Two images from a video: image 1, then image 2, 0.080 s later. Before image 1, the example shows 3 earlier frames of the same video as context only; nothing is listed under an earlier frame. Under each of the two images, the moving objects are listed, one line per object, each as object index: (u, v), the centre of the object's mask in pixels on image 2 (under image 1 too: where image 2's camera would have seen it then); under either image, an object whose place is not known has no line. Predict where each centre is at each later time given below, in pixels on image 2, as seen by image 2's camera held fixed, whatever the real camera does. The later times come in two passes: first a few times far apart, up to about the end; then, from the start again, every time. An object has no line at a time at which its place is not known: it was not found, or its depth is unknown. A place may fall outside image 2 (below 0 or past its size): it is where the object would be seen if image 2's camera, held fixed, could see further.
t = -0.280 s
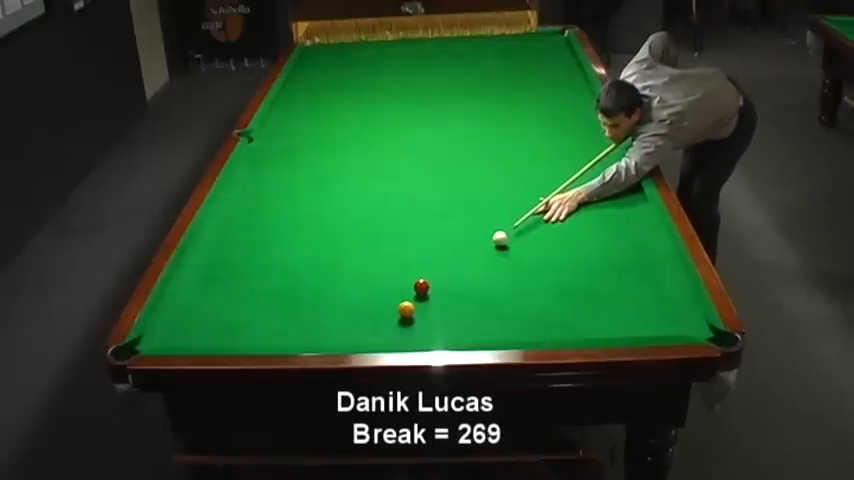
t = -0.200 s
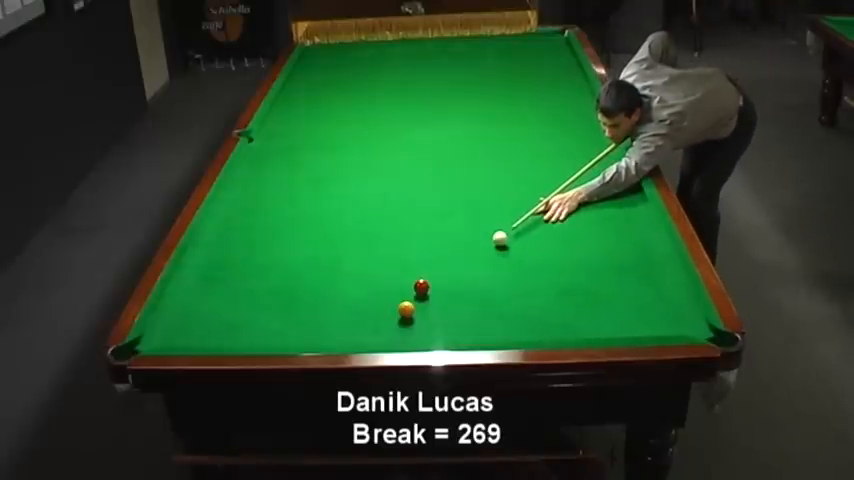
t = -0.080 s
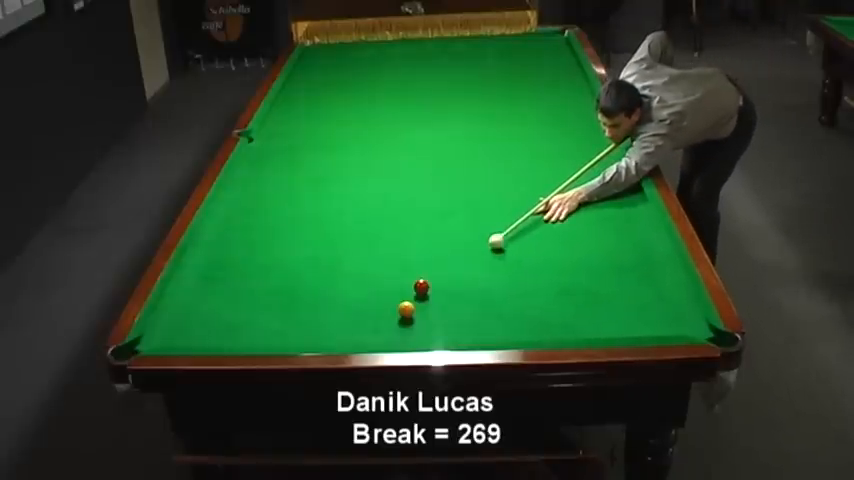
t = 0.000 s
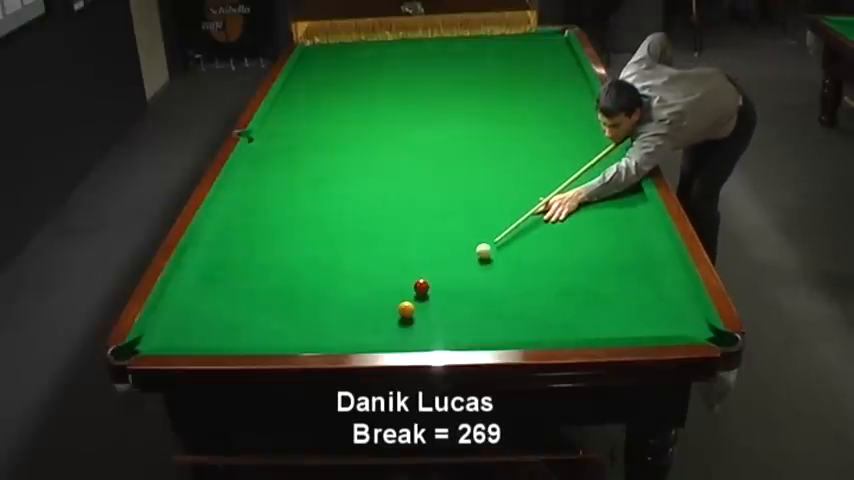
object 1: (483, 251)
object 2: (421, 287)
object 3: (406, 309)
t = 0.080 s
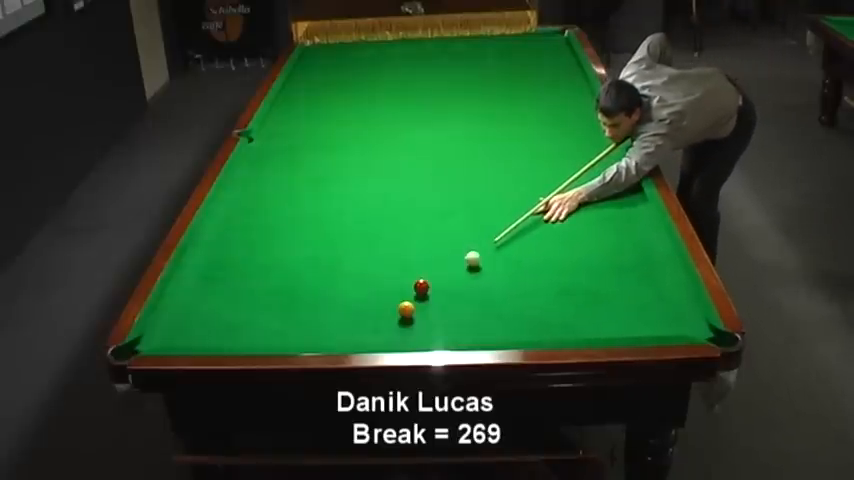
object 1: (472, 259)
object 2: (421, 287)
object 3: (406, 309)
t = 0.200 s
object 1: (457, 270)
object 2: (421, 287)
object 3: (406, 309)
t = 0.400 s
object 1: (437, 288)
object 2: (416, 288)
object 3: (406, 309)
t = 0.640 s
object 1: (432, 305)
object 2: (391, 293)
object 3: (406, 309)
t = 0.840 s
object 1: (428, 320)
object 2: (373, 297)
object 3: (406, 309)
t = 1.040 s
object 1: (424, 334)
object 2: (355, 300)
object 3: (406, 309)
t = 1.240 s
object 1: (419, 333)
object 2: (338, 304)
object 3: (406, 309)
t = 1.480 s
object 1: (412, 324)
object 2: (319, 308)
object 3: (405, 309)
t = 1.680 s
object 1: (408, 318)
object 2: (305, 311)
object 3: (405, 306)
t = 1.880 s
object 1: (407, 318)
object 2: (292, 313)
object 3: (404, 303)
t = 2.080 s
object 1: (406, 317)
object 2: (280, 316)
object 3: (404, 301)
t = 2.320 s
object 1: (407, 317)
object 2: (267, 318)
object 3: (404, 300)
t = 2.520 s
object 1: (407, 317)
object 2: (257, 320)
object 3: (404, 299)
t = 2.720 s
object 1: (407, 317)
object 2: (249, 321)
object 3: (404, 299)
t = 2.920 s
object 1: (407, 317)
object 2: (242, 323)
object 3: (404, 299)
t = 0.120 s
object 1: (467, 262)
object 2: (421, 287)
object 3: (406, 309)
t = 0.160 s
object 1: (462, 266)
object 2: (421, 287)
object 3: (406, 309)
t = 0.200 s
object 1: (457, 270)
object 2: (421, 287)
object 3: (406, 309)
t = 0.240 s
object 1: (452, 273)
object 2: (421, 287)
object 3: (406, 309)
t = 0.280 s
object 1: (447, 277)
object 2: (421, 287)
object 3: (406, 309)
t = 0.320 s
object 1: (442, 281)
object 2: (421, 287)
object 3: (406, 309)
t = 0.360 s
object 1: (437, 285)
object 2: (421, 287)
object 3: (406, 309)
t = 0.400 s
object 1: (437, 288)
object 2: (416, 288)
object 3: (406, 309)
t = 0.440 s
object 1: (436, 291)
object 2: (412, 288)
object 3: (406, 309)
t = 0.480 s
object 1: (435, 293)
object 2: (407, 289)
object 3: (406, 309)
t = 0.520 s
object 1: (435, 296)
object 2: (403, 290)
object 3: (406, 309)
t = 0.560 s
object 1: (434, 299)
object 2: (399, 291)
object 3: (406, 309)
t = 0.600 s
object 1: (433, 302)
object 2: (395, 292)
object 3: (406, 309)
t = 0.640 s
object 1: (432, 305)
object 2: (391, 293)
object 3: (406, 309)
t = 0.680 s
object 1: (432, 308)
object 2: (388, 294)
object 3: (406, 309)
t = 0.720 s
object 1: (431, 311)
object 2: (384, 294)
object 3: (406, 309)
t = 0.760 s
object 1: (430, 314)
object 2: (380, 295)
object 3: (406, 309)
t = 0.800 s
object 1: (429, 317)
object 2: (376, 296)
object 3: (406, 309)
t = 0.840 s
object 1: (428, 320)
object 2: (373, 297)
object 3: (406, 309)
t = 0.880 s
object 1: (427, 323)
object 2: (369, 297)
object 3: (406, 309)
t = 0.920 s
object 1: (427, 326)
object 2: (365, 298)
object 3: (406, 309)
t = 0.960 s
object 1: (426, 329)
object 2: (362, 299)
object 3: (406, 309)
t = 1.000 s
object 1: (425, 332)
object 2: (358, 300)
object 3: (406, 309)
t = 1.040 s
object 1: (424, 334)
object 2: (355, 300)
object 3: (406, 309)
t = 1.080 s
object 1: (423, 335)
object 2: (351, 301)
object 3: (406, 309)
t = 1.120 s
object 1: (422, 337)
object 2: (348, 302)
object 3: (406, 309)
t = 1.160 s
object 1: (421, 335)
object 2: (344, 302)
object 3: (406, 309)
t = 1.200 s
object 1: (420, 334)
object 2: (341, 303)
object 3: (406, 309)
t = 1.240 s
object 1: (419, 333)
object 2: (338, 304)
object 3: (406, 309)
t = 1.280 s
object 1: (418, 332)
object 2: (334, 305)
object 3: (406, 309)
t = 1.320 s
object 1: (417, 331)
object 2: (331, 305)
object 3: (406, 309)
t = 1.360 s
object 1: (416, 329)
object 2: (328, 306)
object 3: (406, 309)
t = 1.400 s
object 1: (415, 326)
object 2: (325, 306)
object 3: (406, 309)
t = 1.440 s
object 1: (413, 325)
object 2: (322, 307)
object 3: (406, 309)
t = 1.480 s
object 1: (412, 324)
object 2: (319, 308)
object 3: (405, 309)
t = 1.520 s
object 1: (411, 322)
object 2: (316, 308)
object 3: (405, 308)
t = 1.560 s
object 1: (410, 321)
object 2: (313, 309)
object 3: (405, 307)
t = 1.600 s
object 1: (409, 319)
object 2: (310, 310)
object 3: (405, 307)
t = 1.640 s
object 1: (409, 319)
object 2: (308, 310)
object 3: (405, 306)
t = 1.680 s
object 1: (408, 318)
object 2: (305, 311)
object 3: (405, 306)
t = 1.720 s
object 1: (408, 318)
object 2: (302, 311)
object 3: (405, 305)
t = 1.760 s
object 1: (407, 318)
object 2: (299, 312)
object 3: (405, 304)
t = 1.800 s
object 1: (407, 318)
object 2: (297, 312)
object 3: (404, 304)
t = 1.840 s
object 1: (407, 317)
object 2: (294, 313)
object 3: (404, 303)
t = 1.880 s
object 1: (407, 318)
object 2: (292, 313)
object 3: (404, 303)
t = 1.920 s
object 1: (407, 317)
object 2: (289, 314)
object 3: (404, 302)
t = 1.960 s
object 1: (406, 317)
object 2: (287, 314)
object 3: (404, 302)
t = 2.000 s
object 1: (406, 317)
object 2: (284, 315)
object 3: (404, 302)
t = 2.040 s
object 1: (406, 317)
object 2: (282, 315)
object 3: (404, 301)
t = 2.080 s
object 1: (406, 317)
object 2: (280, 316)
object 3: (404, 301)
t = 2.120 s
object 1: (406, 317)
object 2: (277, 316)
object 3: (404, 301)
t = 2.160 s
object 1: (407, 317)
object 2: (275, 316)
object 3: (404, 300)
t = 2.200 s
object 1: (407, 317)
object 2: (273, 317)
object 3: (404, 300)
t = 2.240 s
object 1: (407, 317)
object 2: (271, 317)
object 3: (404, 300)
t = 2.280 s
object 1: (407, 317)
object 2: (269, 318)
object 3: (404, 300)
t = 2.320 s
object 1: (407, 317)
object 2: (267, 318)
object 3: (404, 300)
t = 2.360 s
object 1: (407, 317)
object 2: (265, 318)
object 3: (404, 299)
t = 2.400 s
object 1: (407, 317)
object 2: (263, 318)
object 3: (404, 299)
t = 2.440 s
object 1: (407, 317)
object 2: (261, 319)
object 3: (404, 299)
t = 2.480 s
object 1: (407, 317)
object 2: (259, 319)
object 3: (404, 299)
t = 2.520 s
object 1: (407, 317)
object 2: (257, 320)
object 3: (404, 299)
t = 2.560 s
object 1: (407, 317)
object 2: (255, 320)
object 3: (404, 299)
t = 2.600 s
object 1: (407, 317)
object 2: (254, 321)
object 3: (404, 299)
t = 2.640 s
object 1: (407, 317)
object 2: (252, 321)
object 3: (404, 299)
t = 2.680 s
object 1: (407, 317)
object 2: (250, 321)
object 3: (404, 299)
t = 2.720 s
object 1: (407, 317)
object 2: (249, 321)
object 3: (404, 299)
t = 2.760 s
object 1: (407, 317)
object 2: (247, 322)
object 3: (404, 299)
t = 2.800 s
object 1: (407, 317)
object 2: (246, 322)
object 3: (404, 299)
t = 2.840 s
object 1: (407, 317)
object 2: (245, 322)
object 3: (404, 299)
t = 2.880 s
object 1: (407, 317)
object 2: (243, 323)
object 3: (404, 299)
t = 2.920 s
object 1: (407, 317)
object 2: (242, 323)
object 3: (404, 299)
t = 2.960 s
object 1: (407, 317)
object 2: (240, 323)
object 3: (404, 299)
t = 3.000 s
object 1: (407, 317)
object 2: (239, 323)
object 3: (404, 299)
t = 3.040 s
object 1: (407, 317)
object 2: (238, 324)
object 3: (404, 299)
